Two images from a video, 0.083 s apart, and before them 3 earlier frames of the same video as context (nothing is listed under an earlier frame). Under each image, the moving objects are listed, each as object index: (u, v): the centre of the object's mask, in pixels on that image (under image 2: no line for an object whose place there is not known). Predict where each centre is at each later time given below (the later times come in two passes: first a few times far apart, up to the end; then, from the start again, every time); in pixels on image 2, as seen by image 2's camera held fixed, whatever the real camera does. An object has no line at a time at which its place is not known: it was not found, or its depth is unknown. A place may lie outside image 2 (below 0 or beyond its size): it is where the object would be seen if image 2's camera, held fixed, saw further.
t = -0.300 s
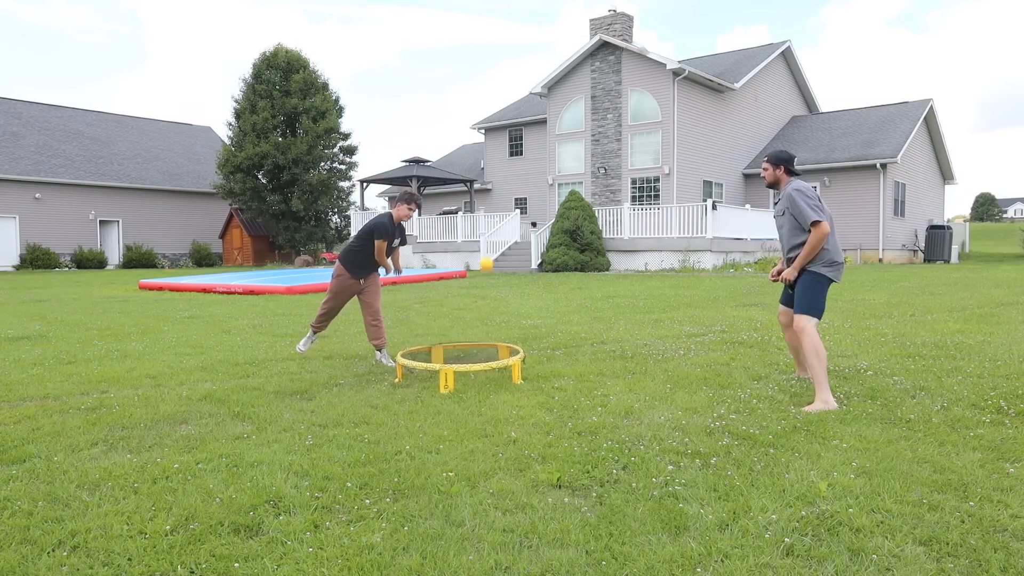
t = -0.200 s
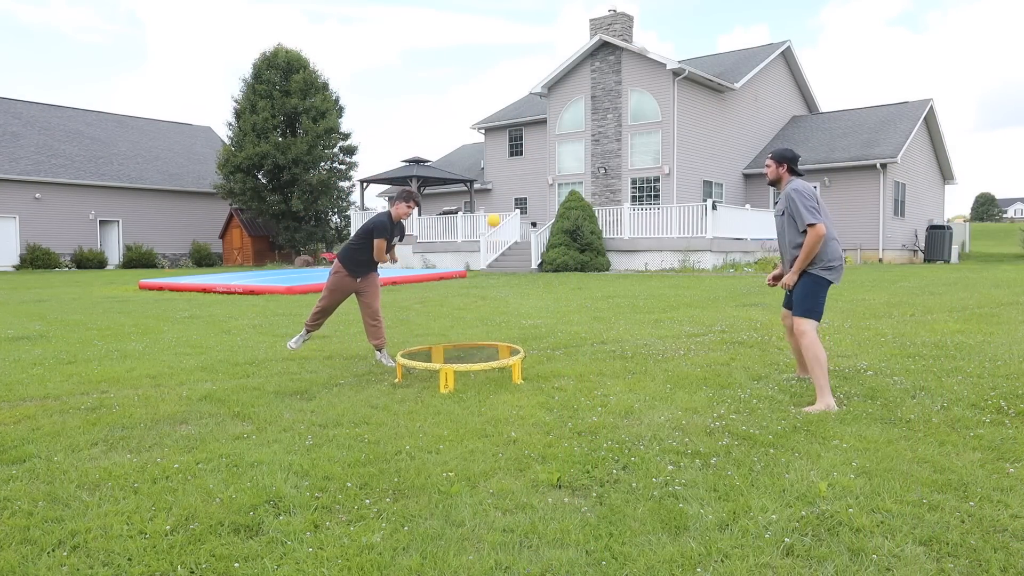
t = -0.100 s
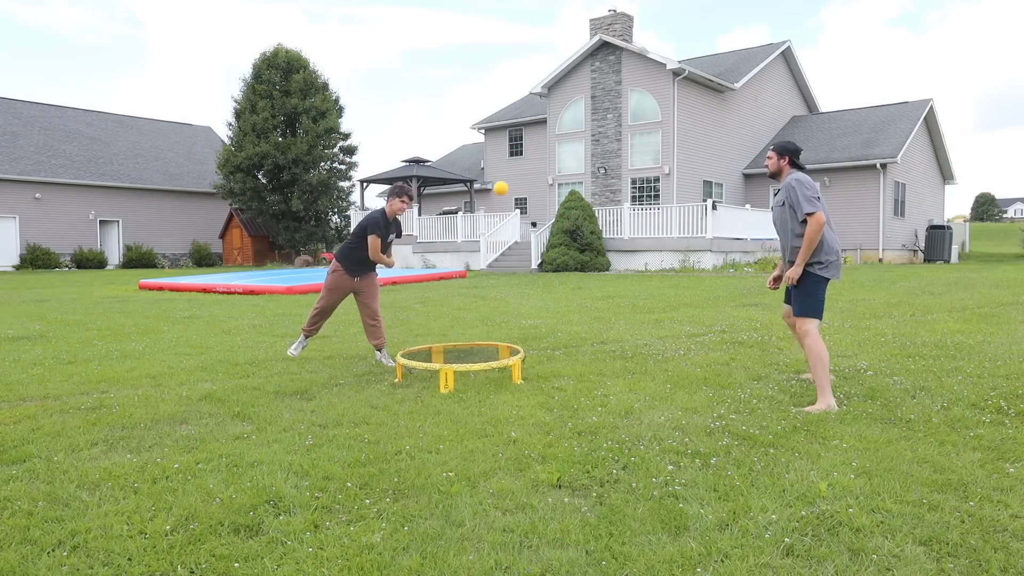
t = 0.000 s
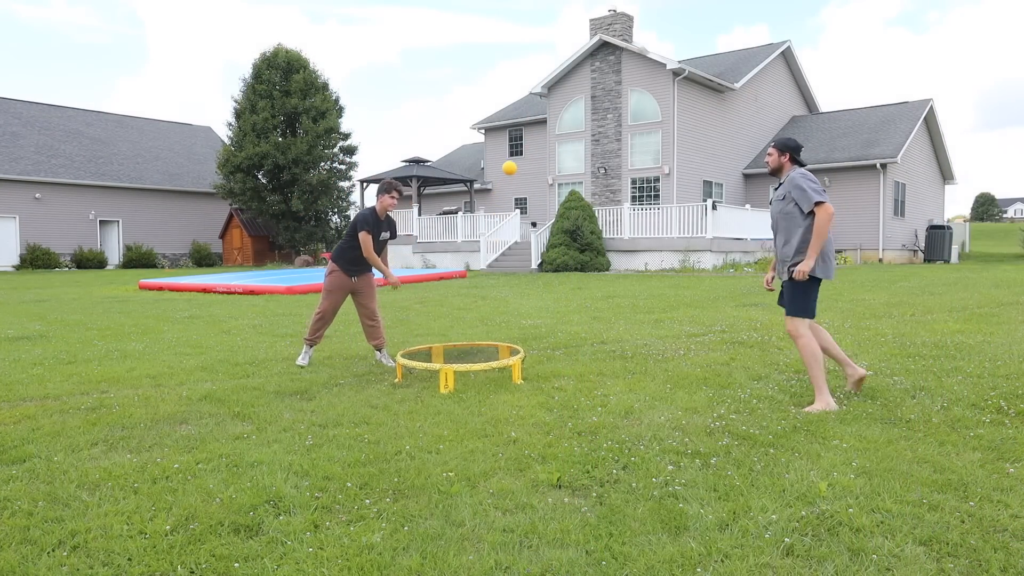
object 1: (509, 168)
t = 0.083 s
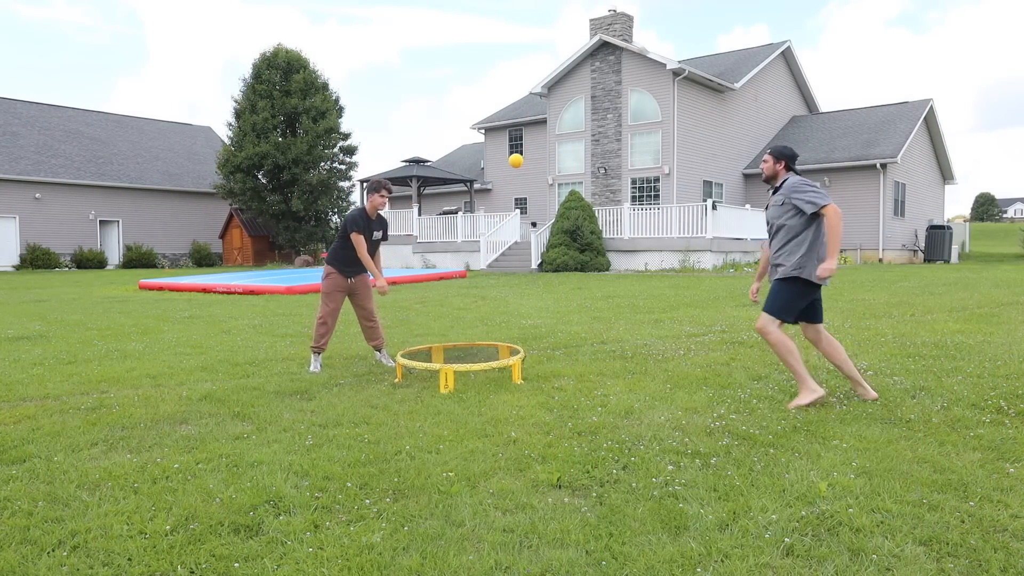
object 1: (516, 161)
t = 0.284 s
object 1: (533, 178)
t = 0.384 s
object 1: (542, 207)
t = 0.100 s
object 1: (517, 160)
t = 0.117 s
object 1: (518, 160)
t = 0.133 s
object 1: (520, 160)
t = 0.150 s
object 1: (521, 160)
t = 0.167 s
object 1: (523, 161)
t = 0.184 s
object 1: (524, 162)
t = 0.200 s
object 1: (526, 164)
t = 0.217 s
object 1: (527, 166)
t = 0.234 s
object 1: (529, 168)
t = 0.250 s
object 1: (530, 171)
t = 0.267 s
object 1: (532, 175)
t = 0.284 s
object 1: (533, 178)
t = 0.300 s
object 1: (535, 182)
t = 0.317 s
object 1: (536, 187)
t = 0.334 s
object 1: (538, 191)
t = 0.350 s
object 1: (539, 196)
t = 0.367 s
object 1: (540, 201)
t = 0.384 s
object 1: (542, 207)
